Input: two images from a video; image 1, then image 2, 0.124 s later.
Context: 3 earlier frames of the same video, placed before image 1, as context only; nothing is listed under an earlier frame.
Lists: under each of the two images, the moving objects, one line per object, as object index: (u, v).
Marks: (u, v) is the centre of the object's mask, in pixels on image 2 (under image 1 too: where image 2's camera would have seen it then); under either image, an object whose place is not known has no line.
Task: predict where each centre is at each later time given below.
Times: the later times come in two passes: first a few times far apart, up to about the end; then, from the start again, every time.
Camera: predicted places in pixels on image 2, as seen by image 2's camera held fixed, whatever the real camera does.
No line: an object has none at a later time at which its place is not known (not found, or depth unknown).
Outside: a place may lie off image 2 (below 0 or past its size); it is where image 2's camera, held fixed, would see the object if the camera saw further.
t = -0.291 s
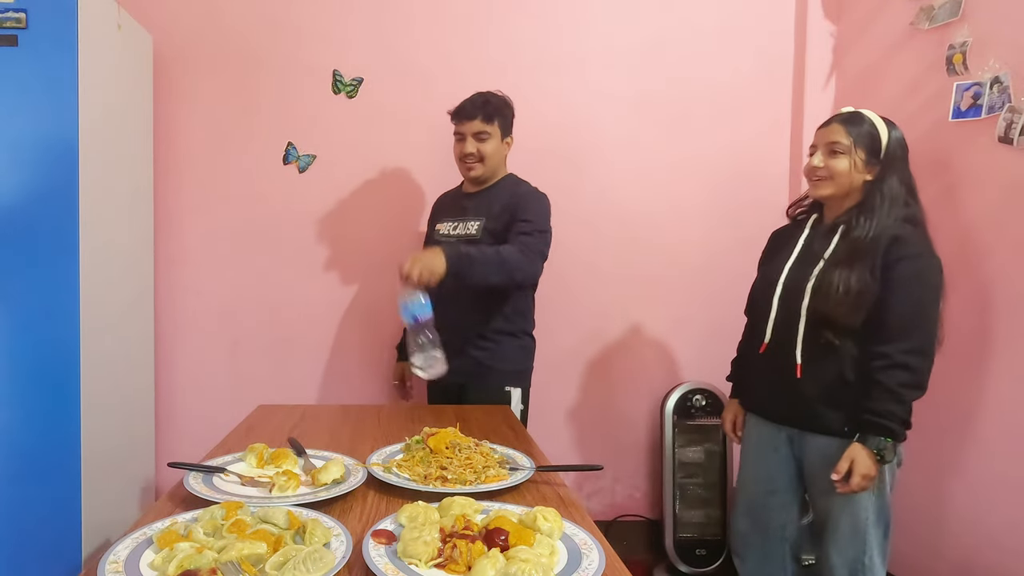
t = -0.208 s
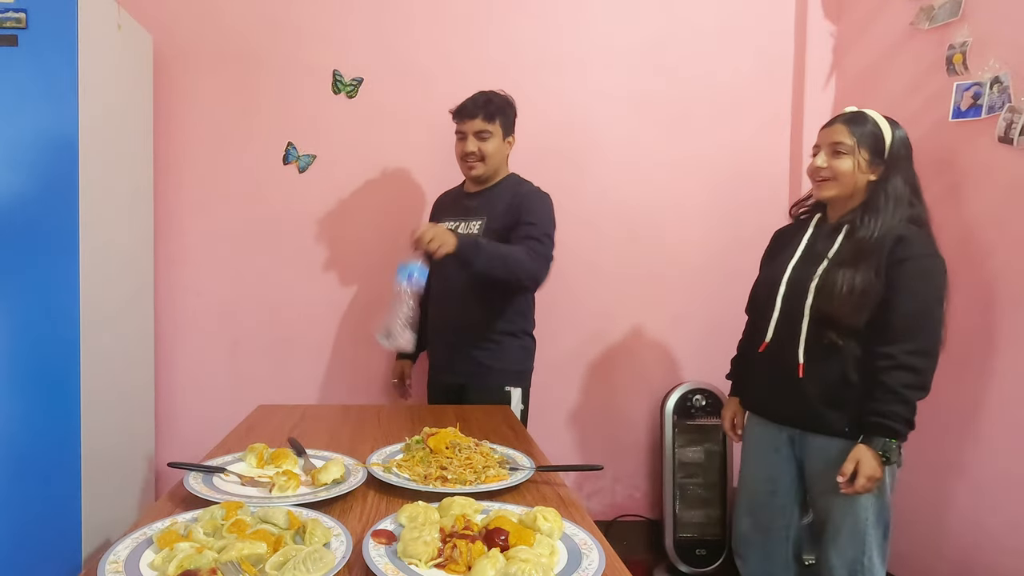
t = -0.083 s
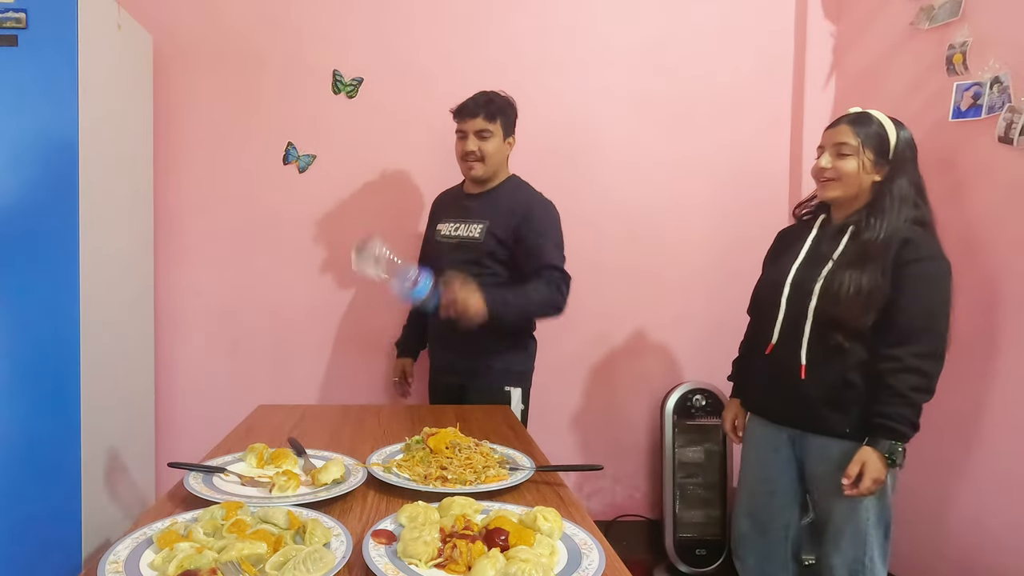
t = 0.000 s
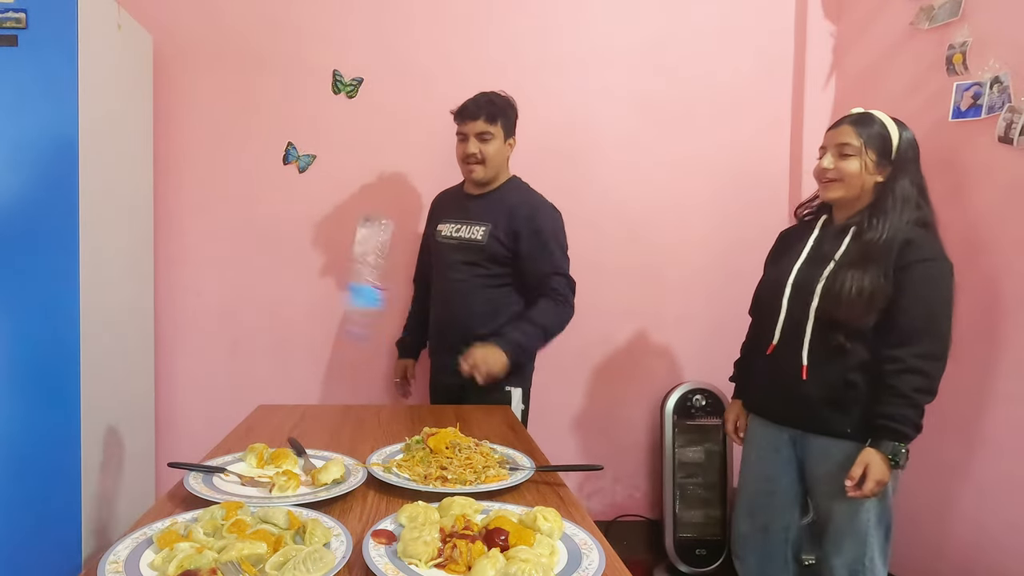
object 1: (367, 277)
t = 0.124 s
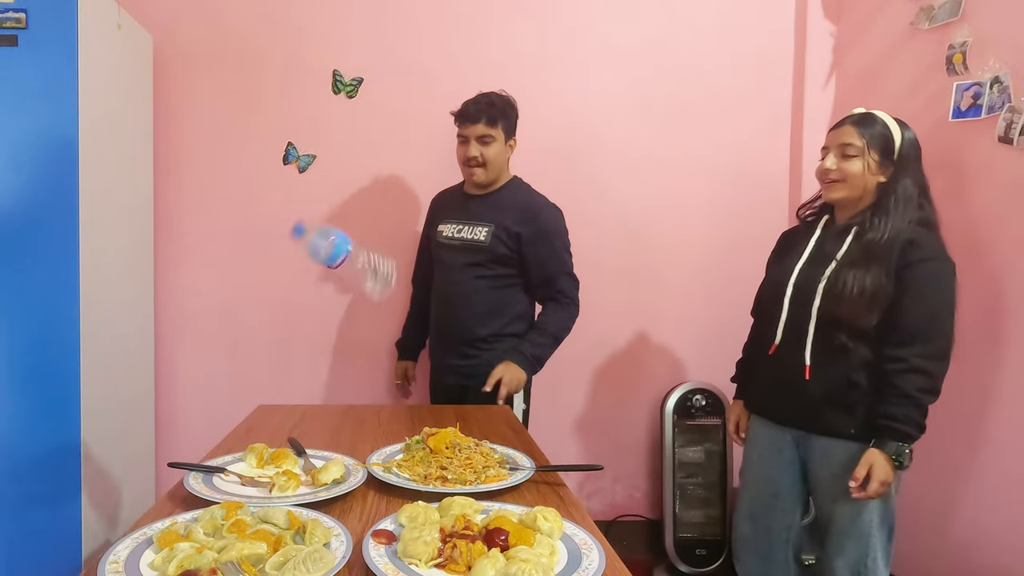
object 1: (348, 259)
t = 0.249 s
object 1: (361, 356)
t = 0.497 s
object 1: (361, 370)
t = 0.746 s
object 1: (361, 370)
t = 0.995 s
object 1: (361, 370)
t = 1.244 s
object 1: (361, 370)
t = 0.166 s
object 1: (352, 276)
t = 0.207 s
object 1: (358, 308)
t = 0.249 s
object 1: (361, 356)
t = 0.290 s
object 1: (363, 368)
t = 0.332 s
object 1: (364, 369)
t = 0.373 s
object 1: (363, 370)
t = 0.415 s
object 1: (361, 369)
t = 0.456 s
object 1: (361, 369)
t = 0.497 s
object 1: (361, 370)
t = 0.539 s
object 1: (361, 370)
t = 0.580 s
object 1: (361, 370)
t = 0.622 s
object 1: (361, 370)
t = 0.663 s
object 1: (360, 370)
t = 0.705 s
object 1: (361, 370)
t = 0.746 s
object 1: (361, 370)
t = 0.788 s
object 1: (361, 370)
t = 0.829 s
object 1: (361, 370)
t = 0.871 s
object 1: (361, 370)
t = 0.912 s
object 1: (361, 370)
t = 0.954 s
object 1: (361, 370)
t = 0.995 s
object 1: (361, 370)
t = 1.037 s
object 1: (361, 370)
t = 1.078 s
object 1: (361, 370)
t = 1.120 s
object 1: (361, 371)
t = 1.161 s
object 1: (361, 370)
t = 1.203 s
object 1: (361, 370)
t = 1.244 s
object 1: (361, 370)
